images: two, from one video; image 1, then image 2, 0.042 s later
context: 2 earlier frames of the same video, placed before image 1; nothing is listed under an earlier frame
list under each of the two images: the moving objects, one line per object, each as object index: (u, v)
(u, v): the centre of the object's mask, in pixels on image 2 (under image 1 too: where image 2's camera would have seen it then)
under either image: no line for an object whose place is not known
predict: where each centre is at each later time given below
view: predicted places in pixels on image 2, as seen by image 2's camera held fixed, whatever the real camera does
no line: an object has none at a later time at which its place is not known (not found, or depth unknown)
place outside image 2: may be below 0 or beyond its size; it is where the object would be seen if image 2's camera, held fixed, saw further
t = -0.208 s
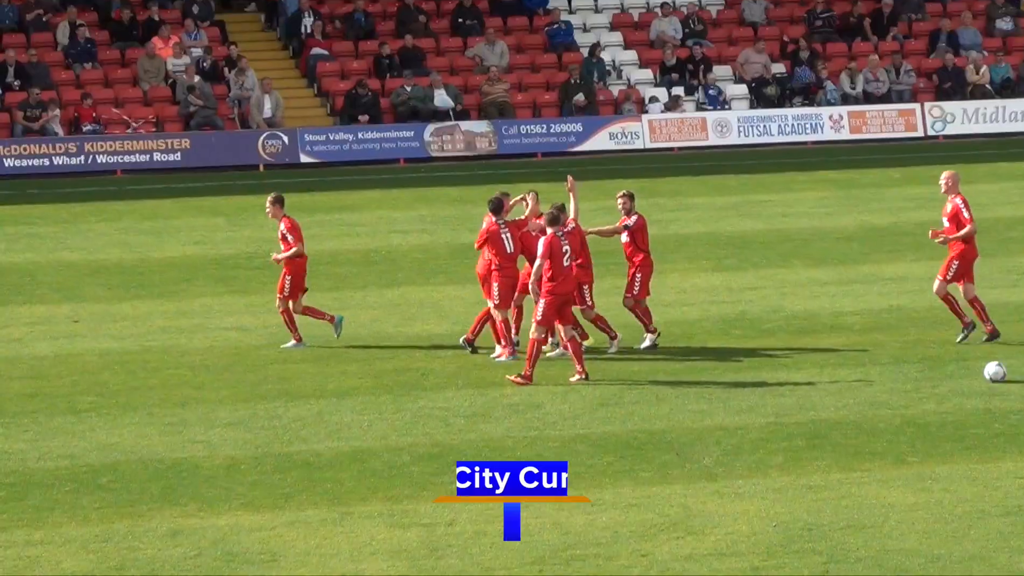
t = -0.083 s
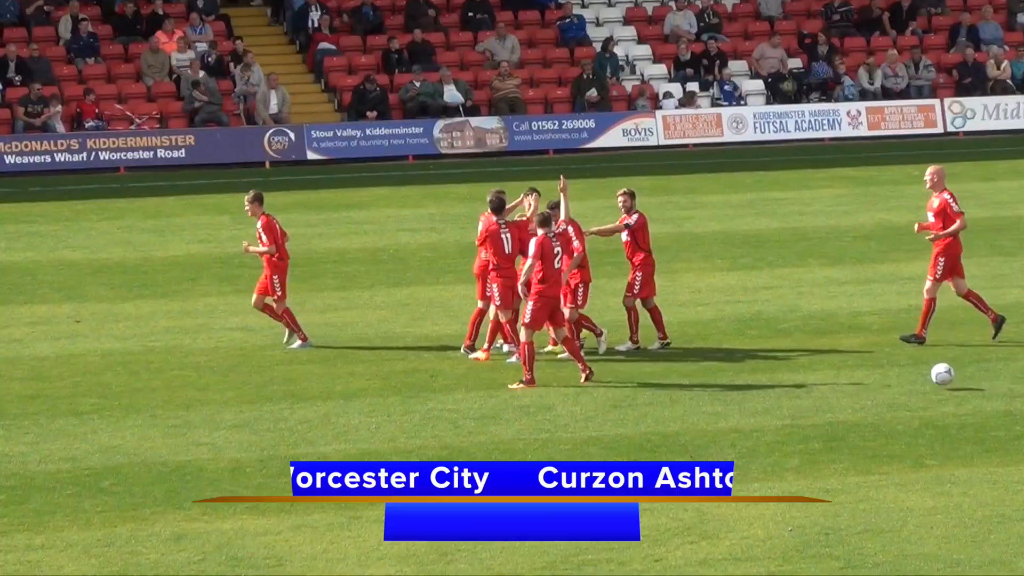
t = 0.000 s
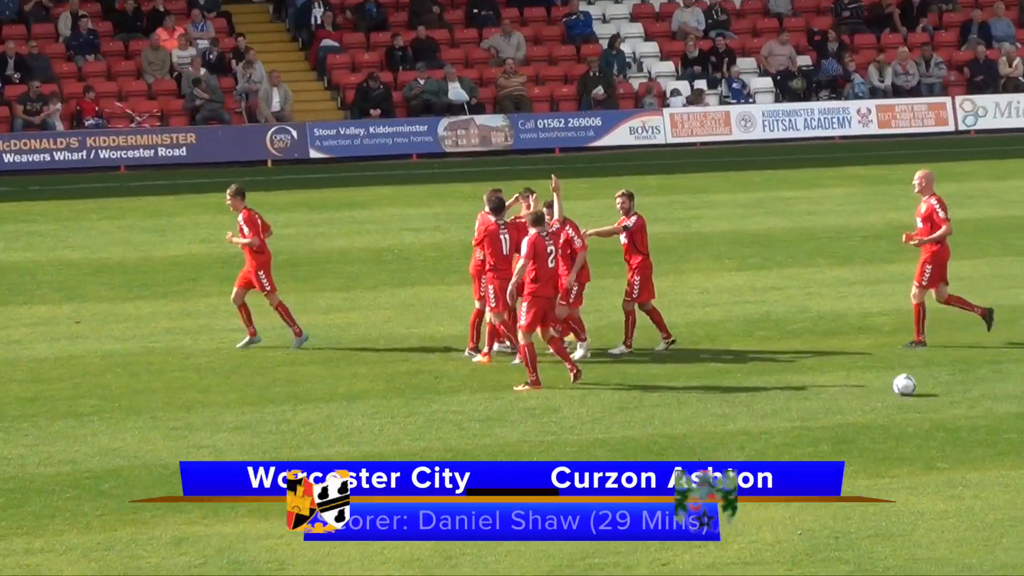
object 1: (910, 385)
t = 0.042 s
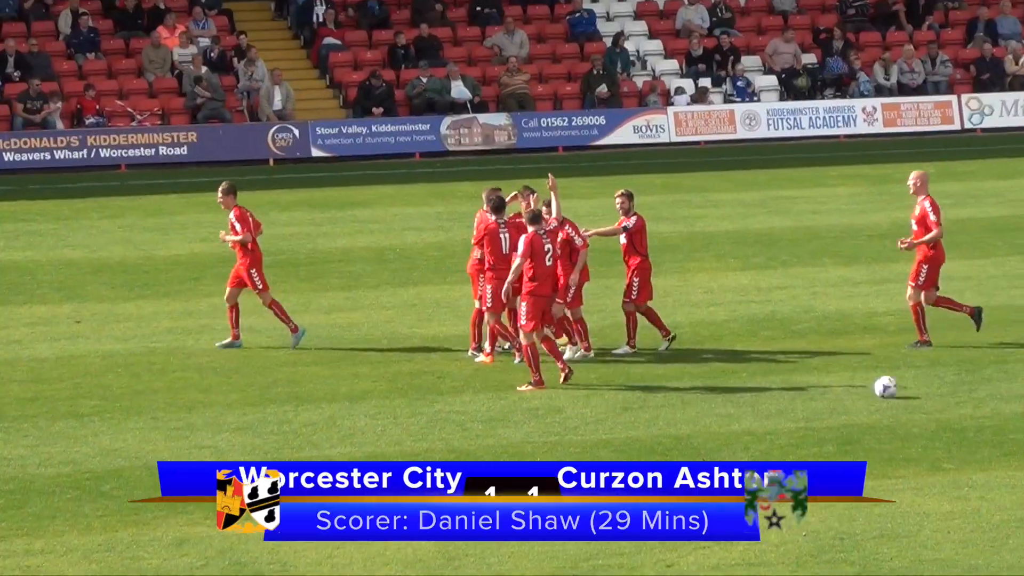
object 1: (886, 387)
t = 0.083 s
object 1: (862, 386)
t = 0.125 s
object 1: (838, 386)
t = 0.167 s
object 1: (814, 388)
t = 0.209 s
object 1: (790, 392)
